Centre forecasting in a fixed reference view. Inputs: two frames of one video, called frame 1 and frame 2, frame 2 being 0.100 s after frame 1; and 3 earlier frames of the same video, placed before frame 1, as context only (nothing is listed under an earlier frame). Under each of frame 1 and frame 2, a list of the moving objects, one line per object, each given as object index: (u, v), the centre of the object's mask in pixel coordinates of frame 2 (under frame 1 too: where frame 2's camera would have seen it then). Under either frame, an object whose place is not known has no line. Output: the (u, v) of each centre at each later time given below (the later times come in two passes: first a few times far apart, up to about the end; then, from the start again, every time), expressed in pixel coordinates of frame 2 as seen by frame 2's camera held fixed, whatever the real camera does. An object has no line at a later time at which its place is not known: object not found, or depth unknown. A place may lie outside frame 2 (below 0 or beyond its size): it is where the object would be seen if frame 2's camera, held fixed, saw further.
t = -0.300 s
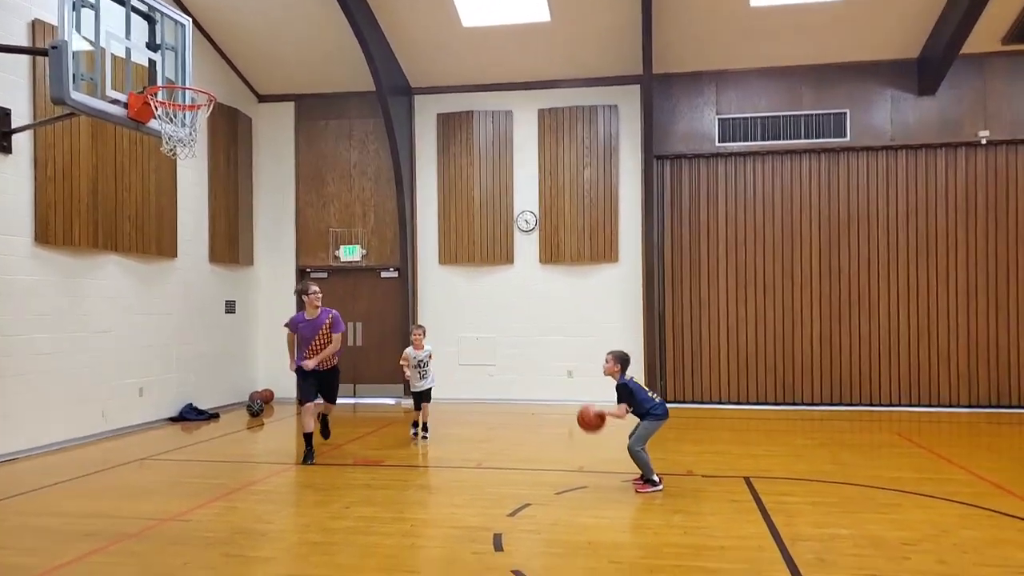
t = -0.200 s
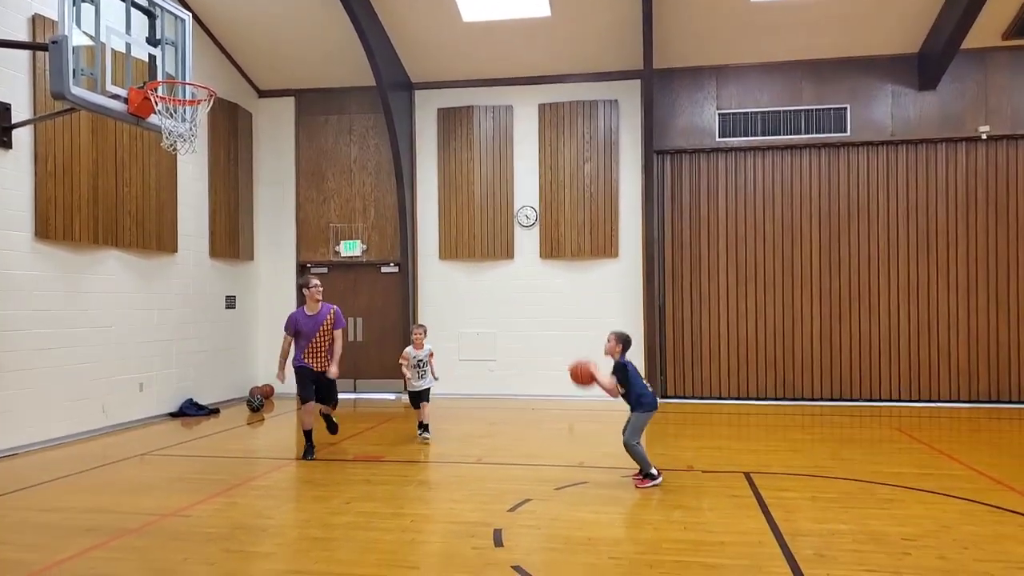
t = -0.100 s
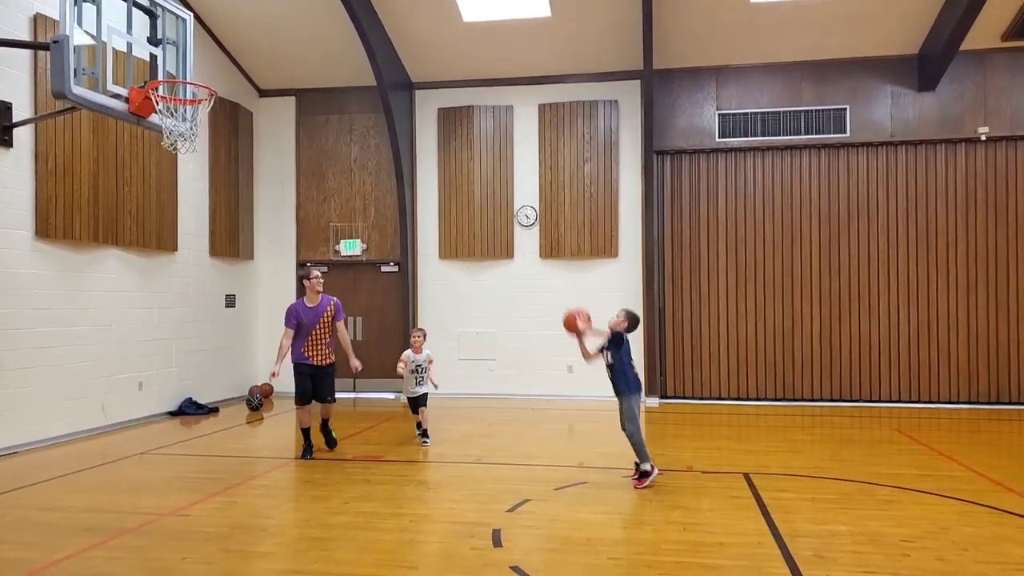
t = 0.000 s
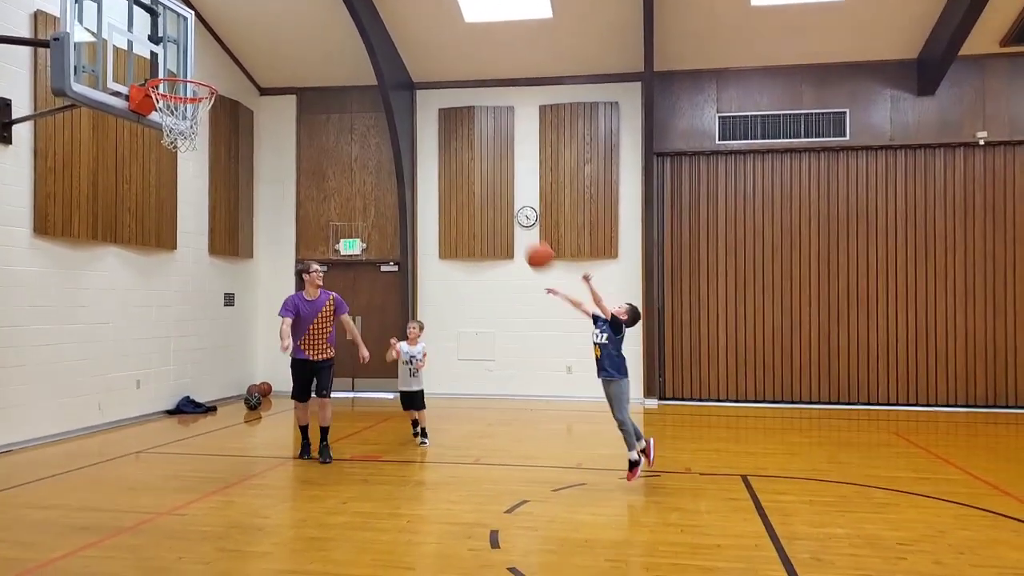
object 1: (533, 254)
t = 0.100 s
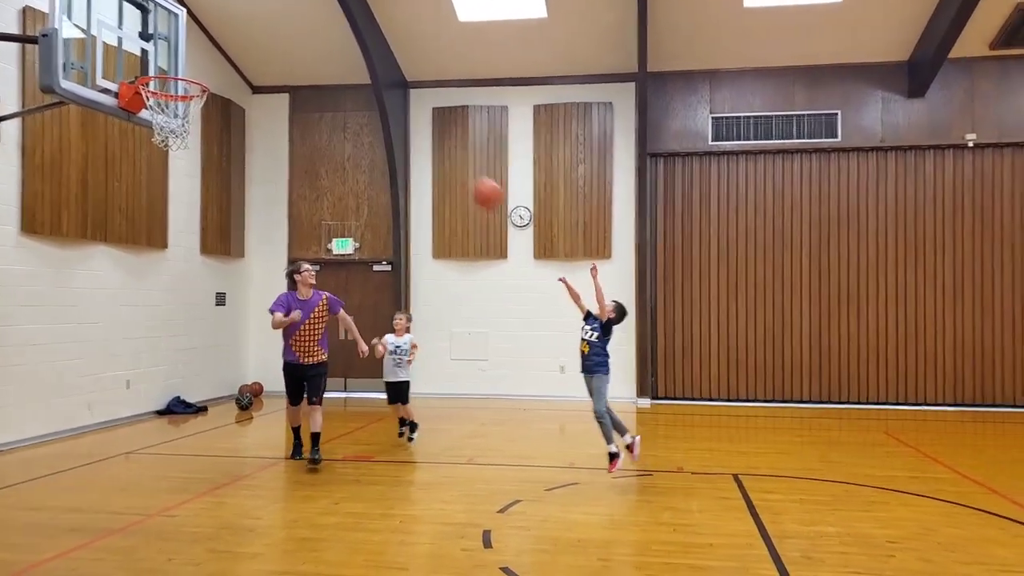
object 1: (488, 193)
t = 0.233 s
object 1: (425, 126)
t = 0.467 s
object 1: (313, 57)
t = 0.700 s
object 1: (199, 54)
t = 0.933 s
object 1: (189, 84)
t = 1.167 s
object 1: (164, 88)
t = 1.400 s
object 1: (189, 137)
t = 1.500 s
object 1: (192, 161)
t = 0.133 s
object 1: (472, 174)
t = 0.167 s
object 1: (456, 156)
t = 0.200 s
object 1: (441, 141)
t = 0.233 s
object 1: (425, 126)
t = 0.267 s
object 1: (408, 111)
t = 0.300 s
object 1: (392, 99)
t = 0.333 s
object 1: (377, 89)
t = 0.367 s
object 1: (362, 79)
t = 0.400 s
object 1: (346, 70)
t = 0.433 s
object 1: (329, 63)
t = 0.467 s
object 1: (313, 57)
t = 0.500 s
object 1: (297, 52)
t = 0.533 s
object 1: (280, 49)
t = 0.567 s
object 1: (264, 48)
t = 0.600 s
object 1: (247, 47)
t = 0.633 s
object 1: (231, 48)
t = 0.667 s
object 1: (215, 50)
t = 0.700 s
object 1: (199, 54)
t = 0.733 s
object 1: (182, 59)
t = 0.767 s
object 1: (164, 63)
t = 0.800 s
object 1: (165, 69)
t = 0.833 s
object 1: (171, 78)
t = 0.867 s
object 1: (179, 82)
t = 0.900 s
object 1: (185, 82)
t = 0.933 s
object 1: (189, 84)
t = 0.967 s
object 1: (182, 82)
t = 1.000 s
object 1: (173, 82)
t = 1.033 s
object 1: (166, 81)
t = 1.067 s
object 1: (165, 81)
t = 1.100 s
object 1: (164, 82)
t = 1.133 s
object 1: (165, 84)
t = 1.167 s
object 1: (164, 88)
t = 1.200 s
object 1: (164, 92)
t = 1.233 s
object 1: (171, 97)
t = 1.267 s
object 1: (178, 104)
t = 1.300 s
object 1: (182, 110)
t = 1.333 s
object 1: (186, 120)
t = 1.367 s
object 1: (189, 127)
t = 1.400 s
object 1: (189, 137)
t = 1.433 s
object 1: (190, 142)
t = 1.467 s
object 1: (191, 150)
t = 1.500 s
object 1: (192, 161)
